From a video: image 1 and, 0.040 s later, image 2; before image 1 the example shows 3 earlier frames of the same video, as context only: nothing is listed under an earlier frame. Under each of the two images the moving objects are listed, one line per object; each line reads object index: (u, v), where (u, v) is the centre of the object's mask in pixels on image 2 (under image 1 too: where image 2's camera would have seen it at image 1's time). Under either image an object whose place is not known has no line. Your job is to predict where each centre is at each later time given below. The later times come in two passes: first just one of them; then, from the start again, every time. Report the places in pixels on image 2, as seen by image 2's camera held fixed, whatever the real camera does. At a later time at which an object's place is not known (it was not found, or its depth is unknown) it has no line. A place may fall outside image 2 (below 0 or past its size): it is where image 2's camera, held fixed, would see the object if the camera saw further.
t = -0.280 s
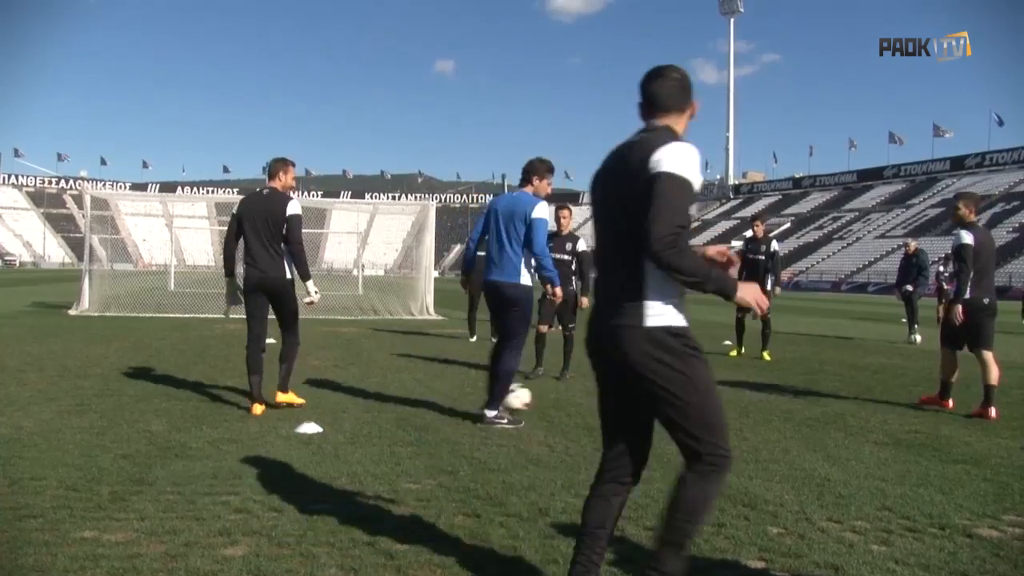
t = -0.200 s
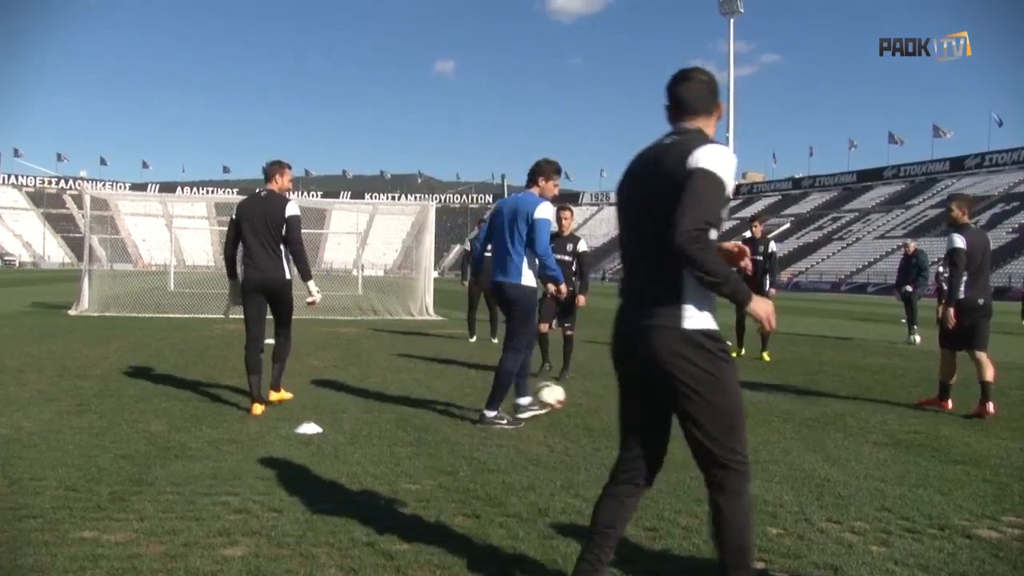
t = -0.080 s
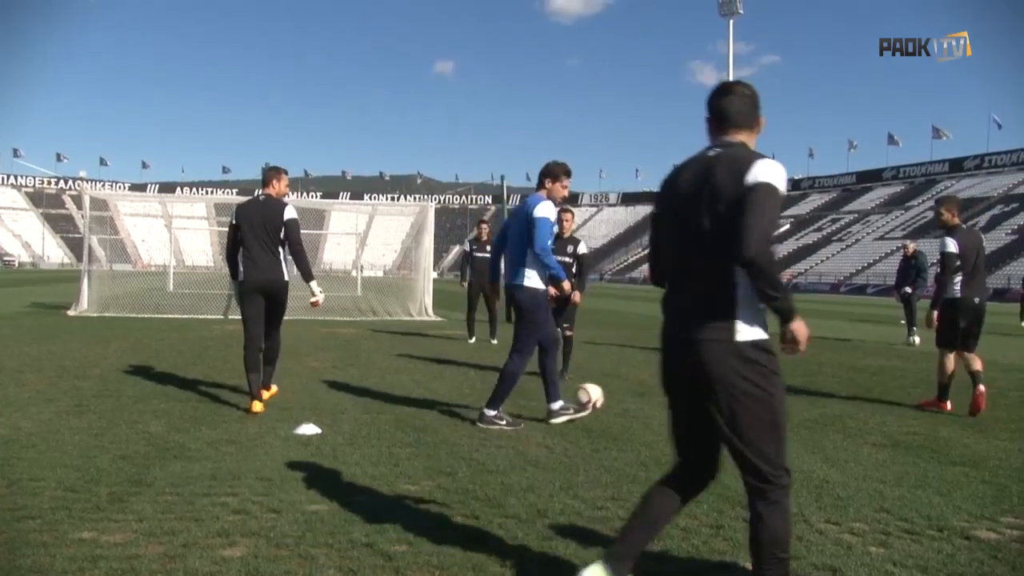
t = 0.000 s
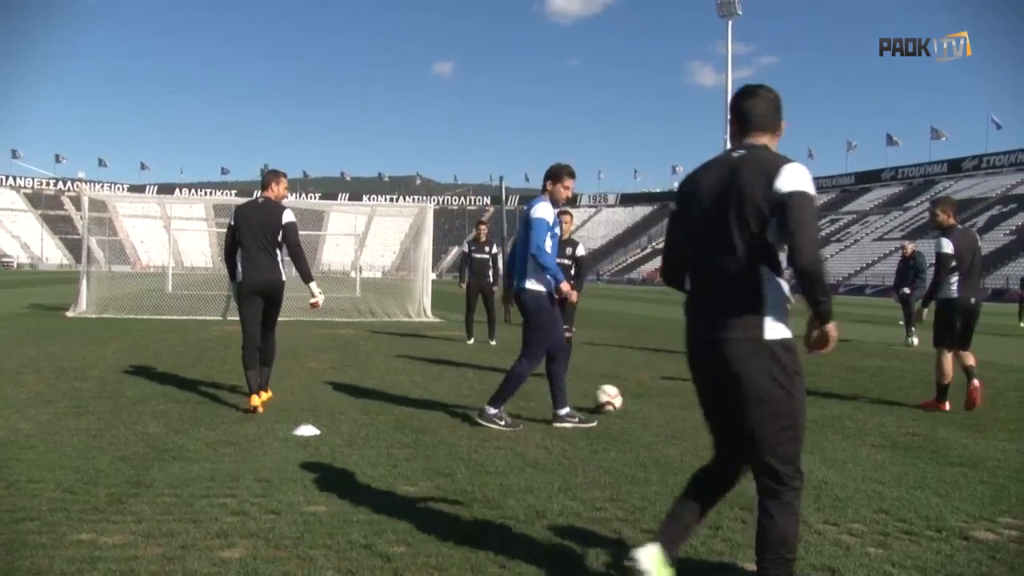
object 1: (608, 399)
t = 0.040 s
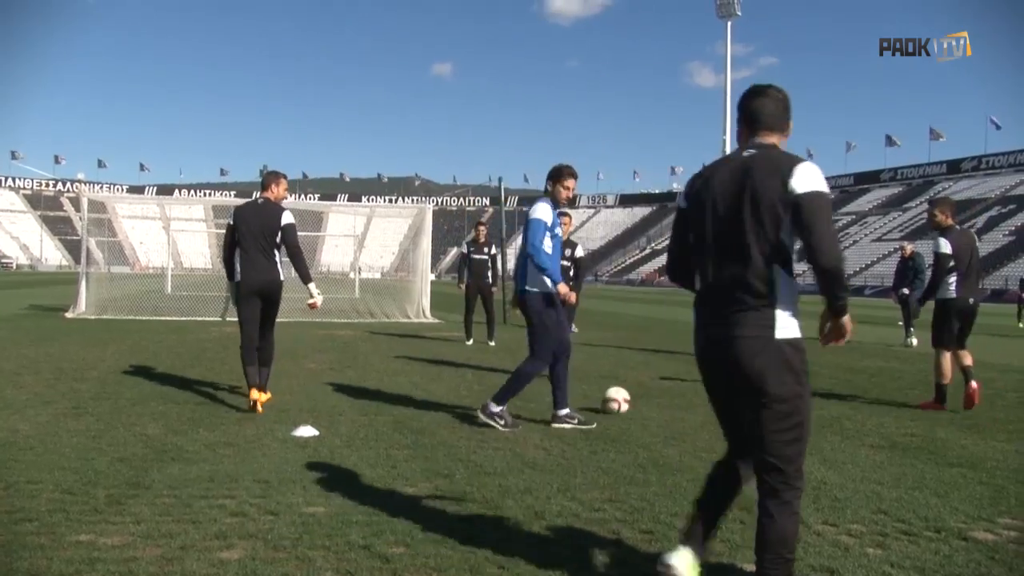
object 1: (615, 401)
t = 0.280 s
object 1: (669, 399)
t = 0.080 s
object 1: (624, 400)
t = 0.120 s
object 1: (633, 400)
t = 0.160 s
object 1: (642, 400)
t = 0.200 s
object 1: (651, 399)
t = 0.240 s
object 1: (659, 399)
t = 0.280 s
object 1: (669, 399)
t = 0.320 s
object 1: (677, 399)
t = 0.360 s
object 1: (686, 399)
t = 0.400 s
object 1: (694, 399)
